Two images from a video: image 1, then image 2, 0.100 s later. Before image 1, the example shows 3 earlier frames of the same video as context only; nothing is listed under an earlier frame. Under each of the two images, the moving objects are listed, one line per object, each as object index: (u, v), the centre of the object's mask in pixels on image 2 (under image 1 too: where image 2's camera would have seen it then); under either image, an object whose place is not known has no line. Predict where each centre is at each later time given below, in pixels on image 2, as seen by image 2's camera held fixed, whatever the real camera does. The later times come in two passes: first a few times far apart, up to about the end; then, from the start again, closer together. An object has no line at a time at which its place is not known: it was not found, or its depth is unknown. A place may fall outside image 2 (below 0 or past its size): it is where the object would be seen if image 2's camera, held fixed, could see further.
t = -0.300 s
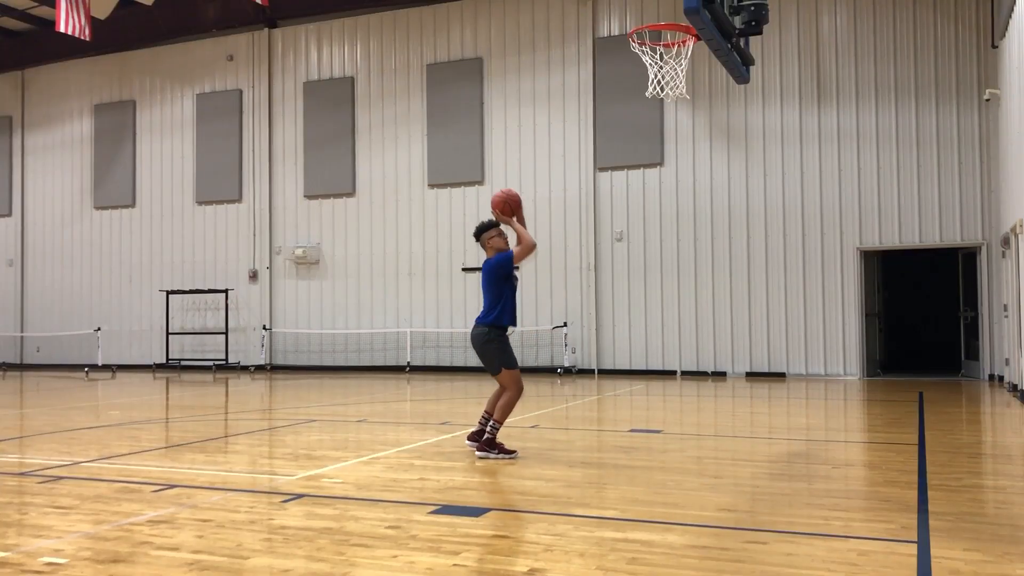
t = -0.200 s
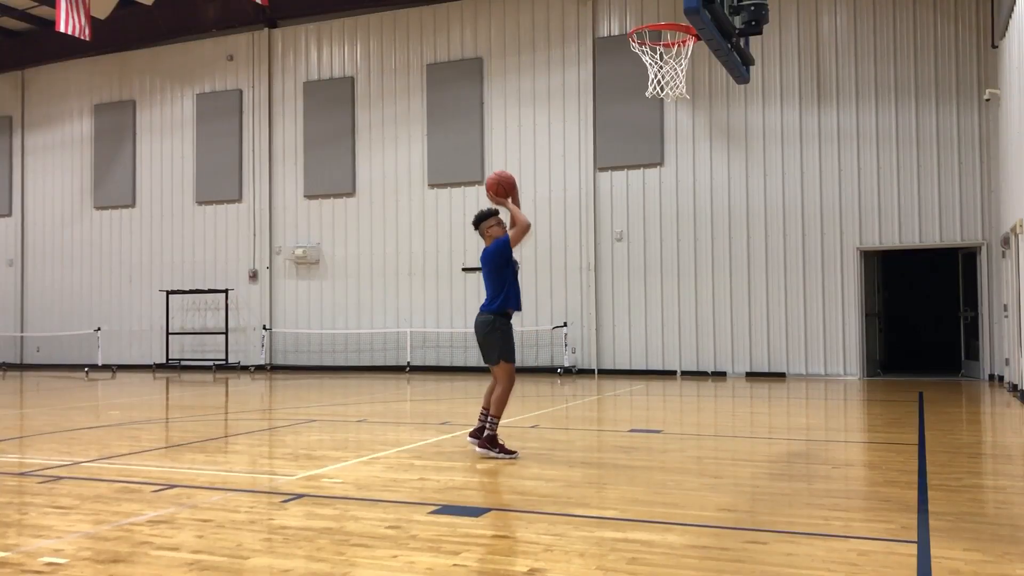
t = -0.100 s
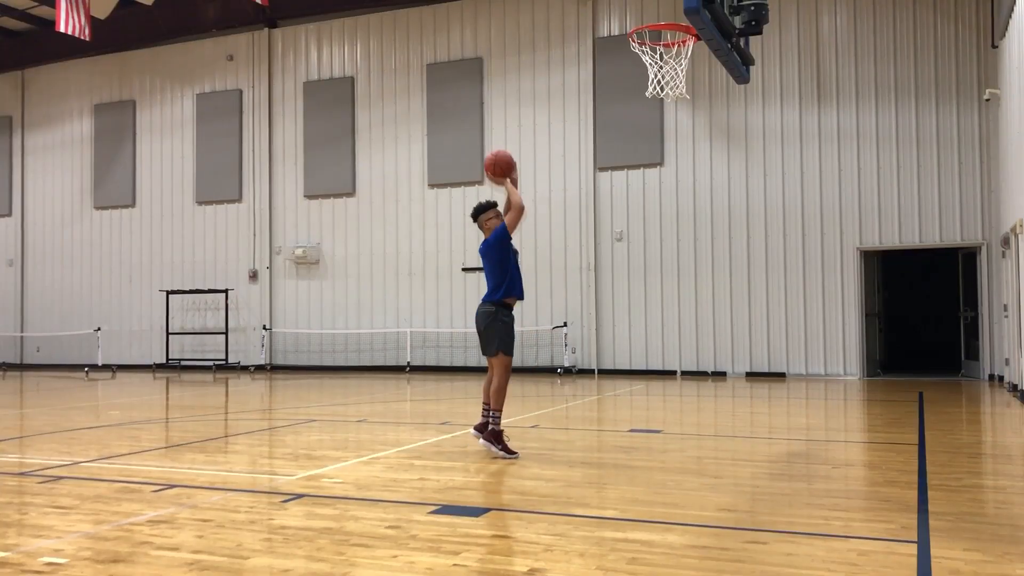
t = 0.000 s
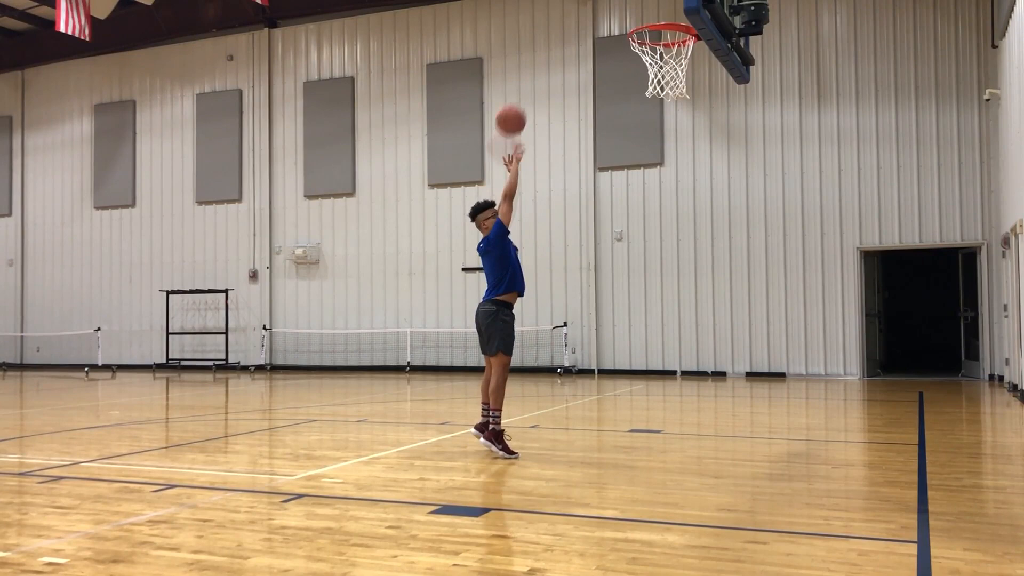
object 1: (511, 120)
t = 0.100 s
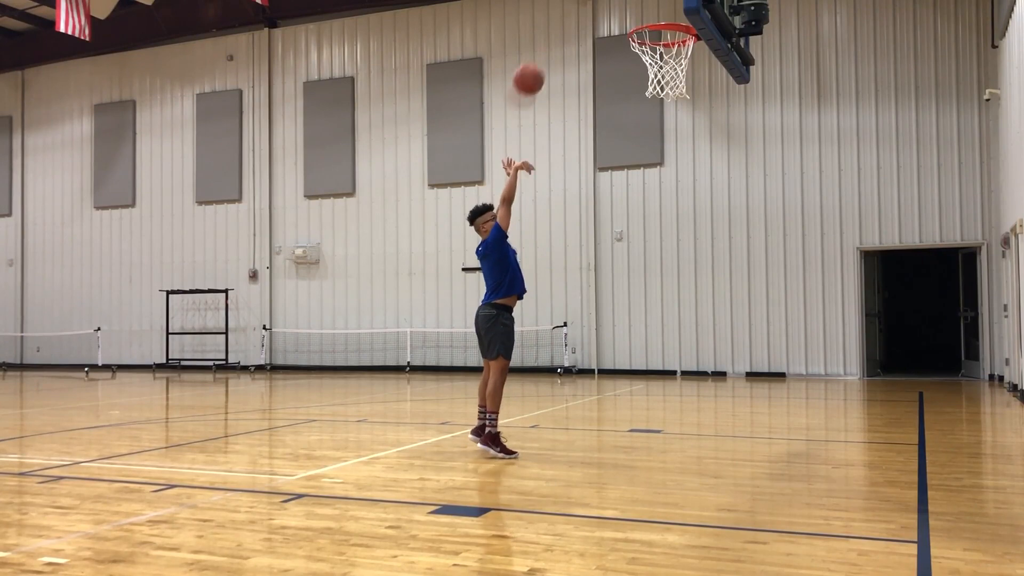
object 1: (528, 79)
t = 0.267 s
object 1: (565, 20)
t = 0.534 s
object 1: (627, 6)
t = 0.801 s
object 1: (681, 68)
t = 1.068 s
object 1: (678, 210)
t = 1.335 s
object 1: (681, 450)
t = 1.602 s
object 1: (637, 293)
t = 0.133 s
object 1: (536, 65)
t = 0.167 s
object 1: (543, 51)
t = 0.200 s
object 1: (550, 40)
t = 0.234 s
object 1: (557, 29)
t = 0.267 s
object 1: (565, 20)
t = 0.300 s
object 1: (572, 14)
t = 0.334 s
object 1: (580, 10)
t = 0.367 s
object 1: (587, 8)
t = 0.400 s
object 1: (595, 6)
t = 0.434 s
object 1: (603, 5)
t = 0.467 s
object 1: (611, 5)
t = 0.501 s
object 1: (619, 5)
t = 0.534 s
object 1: (627, 6)
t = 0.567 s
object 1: (635, 8)
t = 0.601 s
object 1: (644, 10)
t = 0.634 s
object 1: (652, 12)
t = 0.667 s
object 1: (662, 14)
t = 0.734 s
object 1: (678, 50)
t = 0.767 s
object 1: (681, 59)
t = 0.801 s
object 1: (681, 68)
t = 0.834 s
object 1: (681, 87)
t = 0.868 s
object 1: (679, 94)
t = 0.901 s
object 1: (679, 111)
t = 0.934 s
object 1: (679, 128)
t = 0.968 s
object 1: (679, 156)
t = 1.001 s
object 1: (678, 177)
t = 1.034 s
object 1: (678, 187)
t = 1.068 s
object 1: (678, 210)
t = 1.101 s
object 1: (678, 235)
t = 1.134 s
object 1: (678, 260)
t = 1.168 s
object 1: (678, 287)
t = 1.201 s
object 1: (678, 316)
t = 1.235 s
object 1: (679, 346)
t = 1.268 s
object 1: (680, 381)
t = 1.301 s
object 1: (681, 414)
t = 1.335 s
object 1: (681, 450)
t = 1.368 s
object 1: (673, 415)
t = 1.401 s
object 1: (670, 405)
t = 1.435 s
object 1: (665, 383)
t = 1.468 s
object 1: (659, 361)
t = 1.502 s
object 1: (653, 341)
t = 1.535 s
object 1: (648, 323)
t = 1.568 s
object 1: (642, 307)
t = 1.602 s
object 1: (637, 293)
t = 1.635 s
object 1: (632, 280)
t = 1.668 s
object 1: (624, 263)
